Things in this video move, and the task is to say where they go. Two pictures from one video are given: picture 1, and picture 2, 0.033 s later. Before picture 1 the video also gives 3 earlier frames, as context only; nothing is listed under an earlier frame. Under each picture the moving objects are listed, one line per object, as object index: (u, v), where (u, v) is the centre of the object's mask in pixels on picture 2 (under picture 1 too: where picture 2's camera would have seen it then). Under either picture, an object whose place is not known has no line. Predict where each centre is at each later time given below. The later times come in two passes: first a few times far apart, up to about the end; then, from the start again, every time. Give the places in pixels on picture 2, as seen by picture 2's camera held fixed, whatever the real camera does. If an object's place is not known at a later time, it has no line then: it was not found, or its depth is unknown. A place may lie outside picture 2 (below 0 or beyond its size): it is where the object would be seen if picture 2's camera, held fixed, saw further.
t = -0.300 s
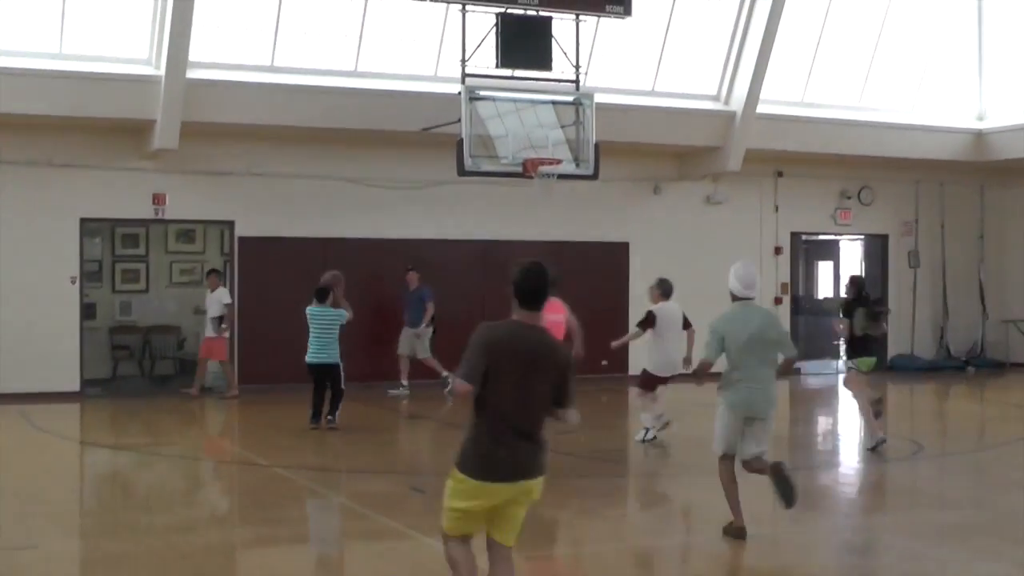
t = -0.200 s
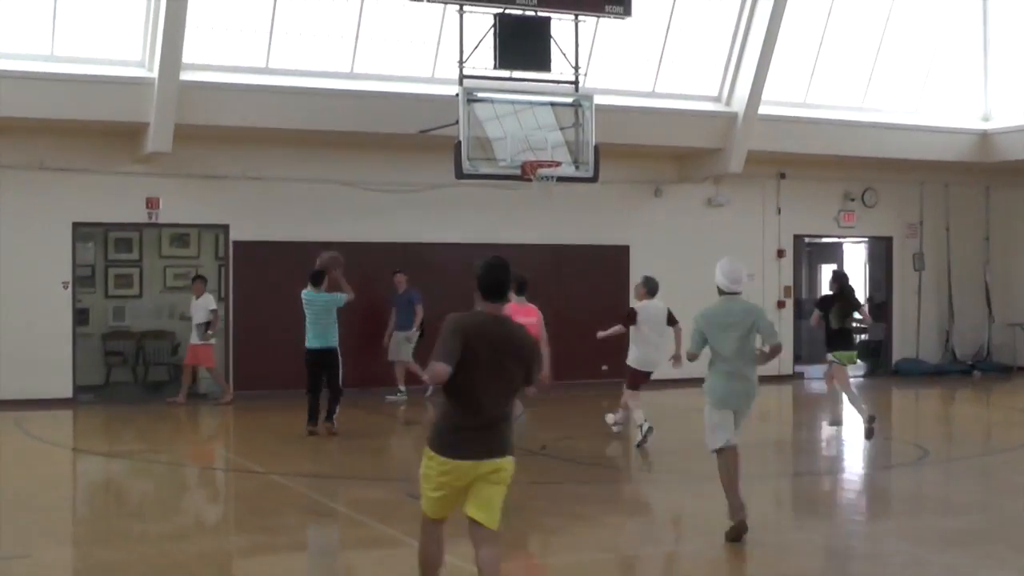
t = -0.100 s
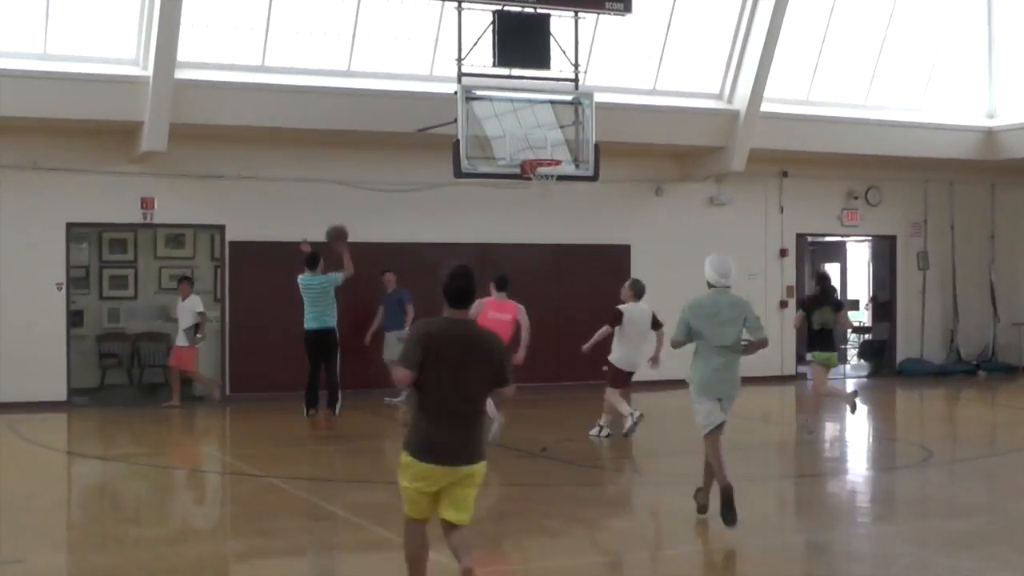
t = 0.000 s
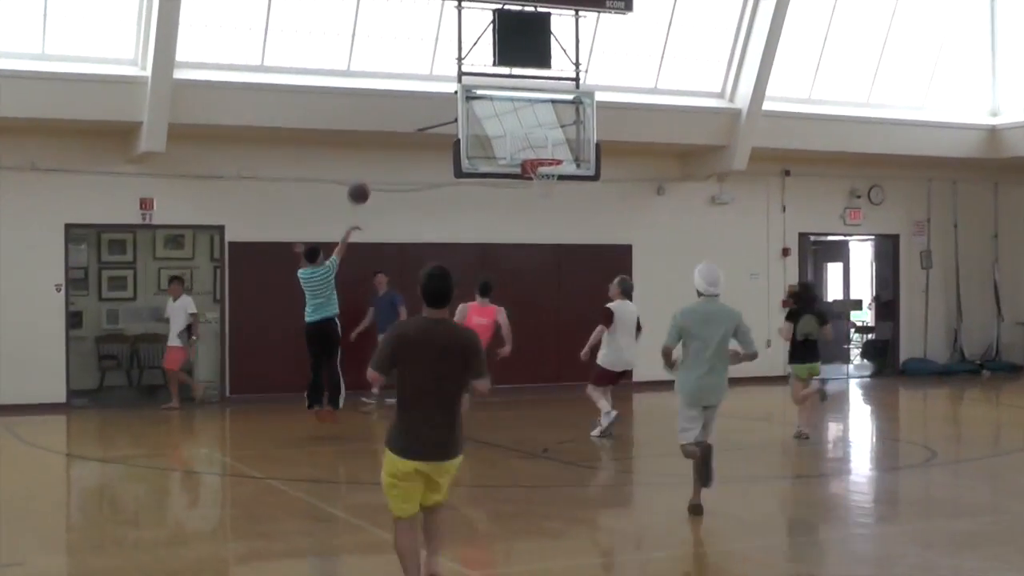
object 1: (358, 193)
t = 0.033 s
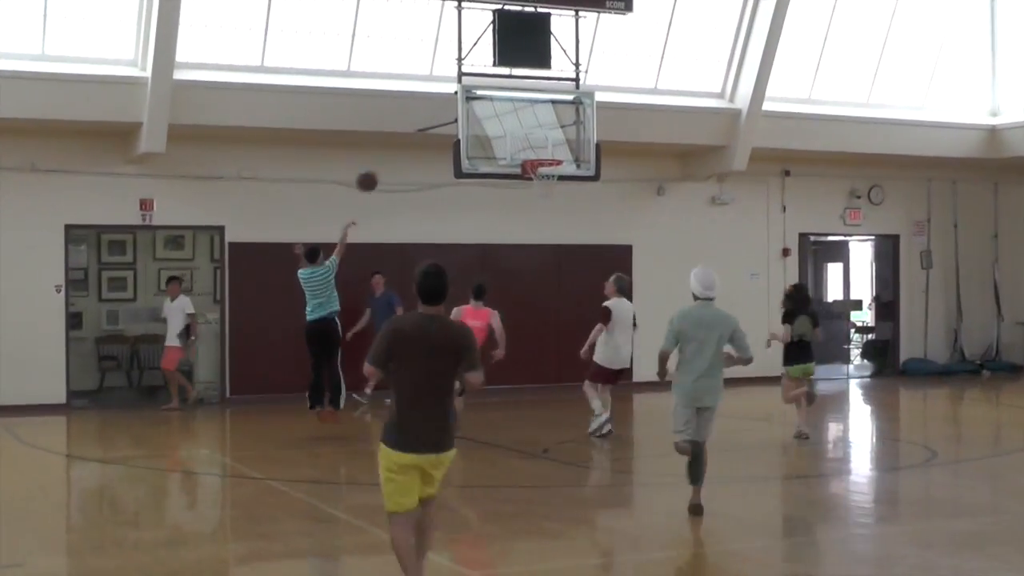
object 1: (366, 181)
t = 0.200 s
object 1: (408, 135)
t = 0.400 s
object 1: (452, 113)
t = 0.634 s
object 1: (500, 127)
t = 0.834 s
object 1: (544, 160)
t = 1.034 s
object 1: (554, 183)
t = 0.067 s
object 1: (375, 169)
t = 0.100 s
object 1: (383, 160)
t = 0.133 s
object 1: (391, 150)
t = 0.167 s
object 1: (399, 141)
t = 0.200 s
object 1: (408, 135)
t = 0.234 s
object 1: (415, 128)
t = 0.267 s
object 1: (422, 123)
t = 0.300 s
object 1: (430, 119)
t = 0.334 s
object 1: (437, 117)
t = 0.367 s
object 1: (445, 115)
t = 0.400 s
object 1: (452, 113)
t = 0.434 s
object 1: (459, 113)
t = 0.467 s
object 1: (466, 113)
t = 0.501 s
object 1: (473, 115)
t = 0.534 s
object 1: (479, 117)
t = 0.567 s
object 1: (486, 120)
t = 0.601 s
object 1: (492, 124)
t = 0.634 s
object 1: (500, 127)
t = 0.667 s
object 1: (507, 131)
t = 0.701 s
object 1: (514, 135)
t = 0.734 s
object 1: (522, 140)
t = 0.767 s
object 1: (529, 146)
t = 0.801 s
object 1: (536, 152)
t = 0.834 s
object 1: (544, 160)
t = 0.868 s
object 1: (553, 170)
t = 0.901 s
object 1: (555, 176)
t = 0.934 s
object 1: (555, 178)
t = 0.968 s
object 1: (555, 179)
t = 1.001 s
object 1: (554, 181)
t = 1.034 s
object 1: (554, 183)
